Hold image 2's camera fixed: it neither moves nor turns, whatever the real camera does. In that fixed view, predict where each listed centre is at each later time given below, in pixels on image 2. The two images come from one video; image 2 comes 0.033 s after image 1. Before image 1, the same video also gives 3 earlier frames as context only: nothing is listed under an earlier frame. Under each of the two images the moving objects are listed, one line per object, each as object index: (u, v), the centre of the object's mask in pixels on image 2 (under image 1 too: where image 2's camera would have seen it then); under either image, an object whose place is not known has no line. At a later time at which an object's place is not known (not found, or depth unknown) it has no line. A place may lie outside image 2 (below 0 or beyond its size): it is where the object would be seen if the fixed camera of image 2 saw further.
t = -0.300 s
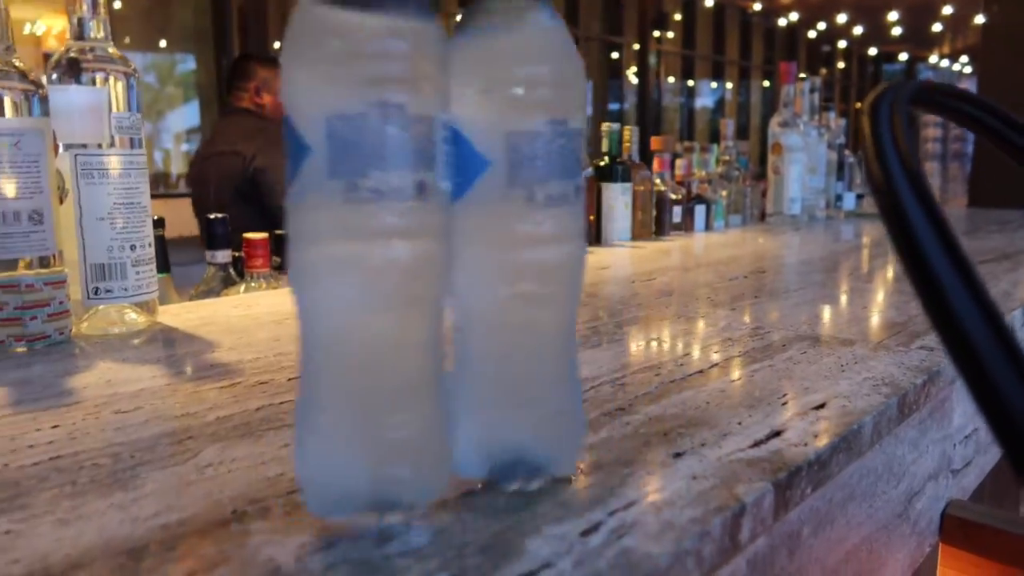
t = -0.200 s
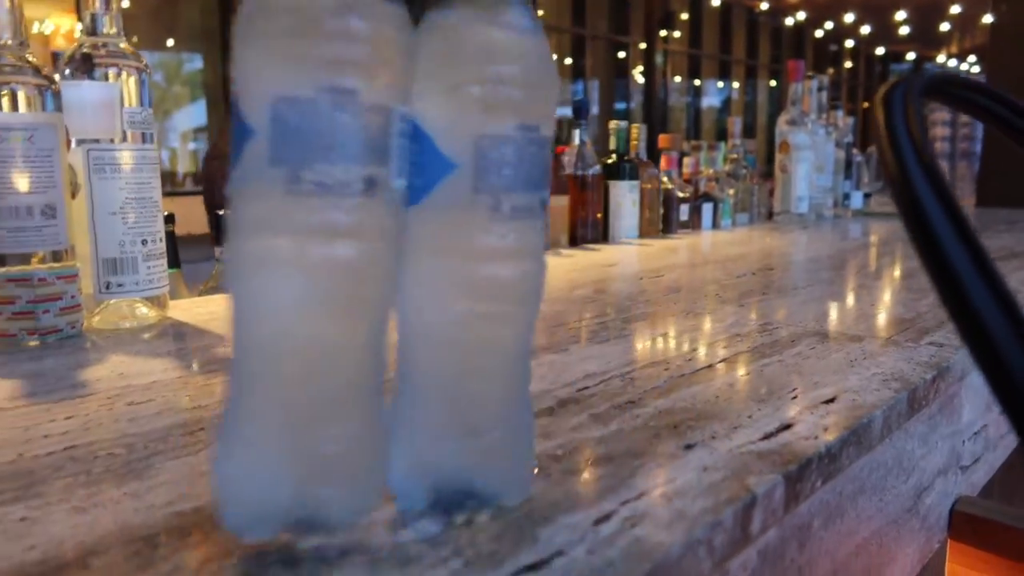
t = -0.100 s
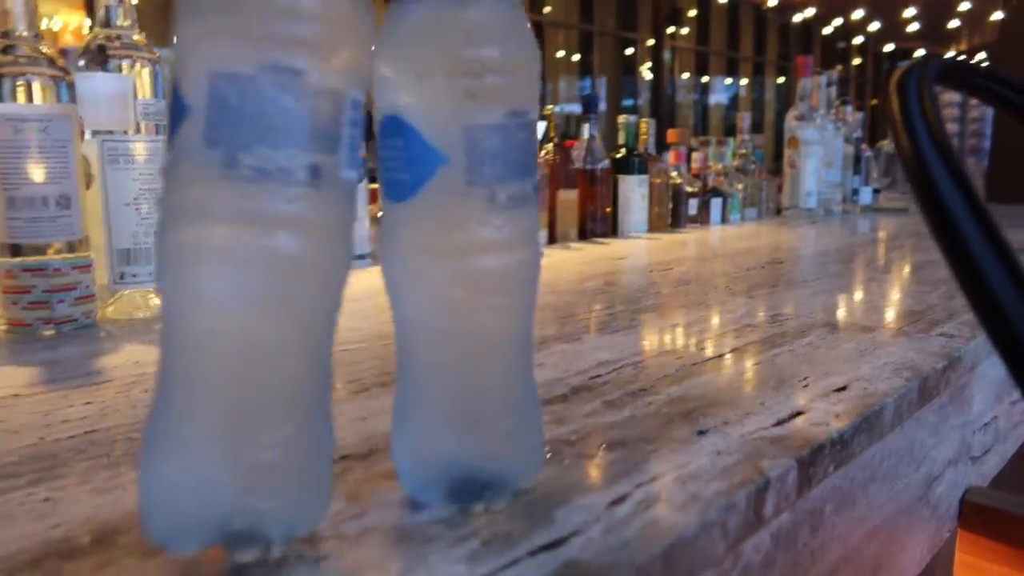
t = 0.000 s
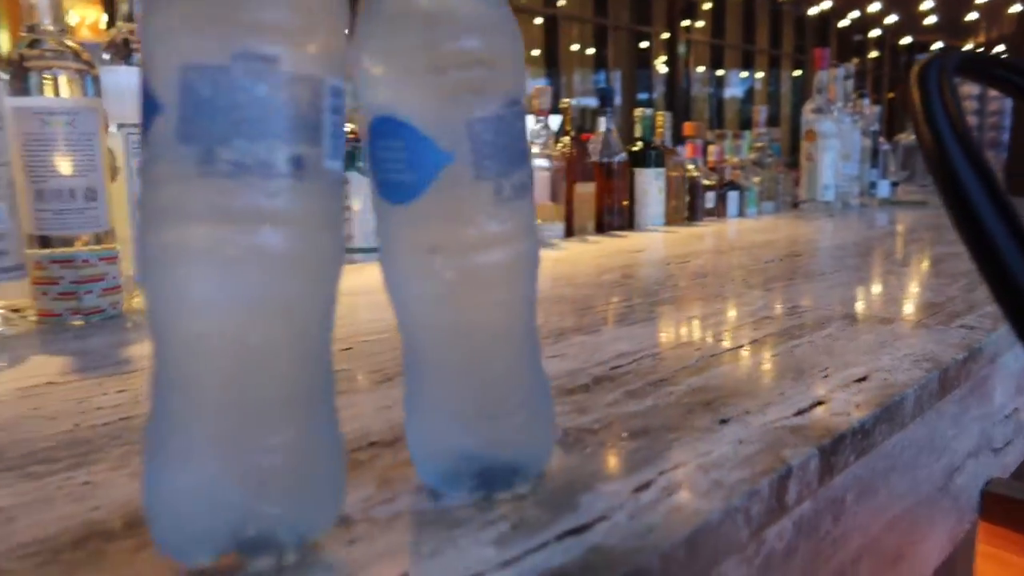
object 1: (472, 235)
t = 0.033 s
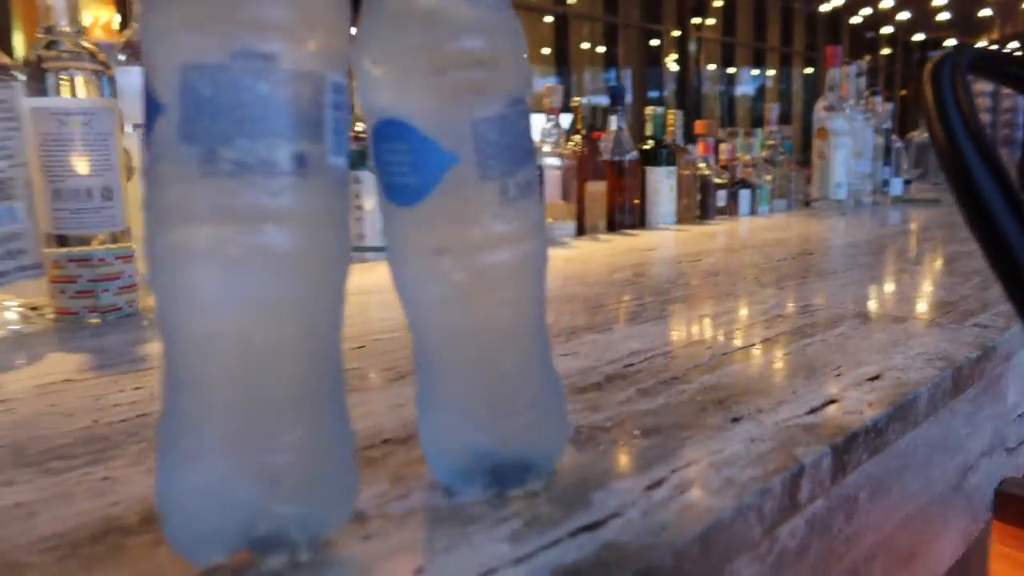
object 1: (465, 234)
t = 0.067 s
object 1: (458, 234)
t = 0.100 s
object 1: (454, 232)
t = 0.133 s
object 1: (450, 232)
